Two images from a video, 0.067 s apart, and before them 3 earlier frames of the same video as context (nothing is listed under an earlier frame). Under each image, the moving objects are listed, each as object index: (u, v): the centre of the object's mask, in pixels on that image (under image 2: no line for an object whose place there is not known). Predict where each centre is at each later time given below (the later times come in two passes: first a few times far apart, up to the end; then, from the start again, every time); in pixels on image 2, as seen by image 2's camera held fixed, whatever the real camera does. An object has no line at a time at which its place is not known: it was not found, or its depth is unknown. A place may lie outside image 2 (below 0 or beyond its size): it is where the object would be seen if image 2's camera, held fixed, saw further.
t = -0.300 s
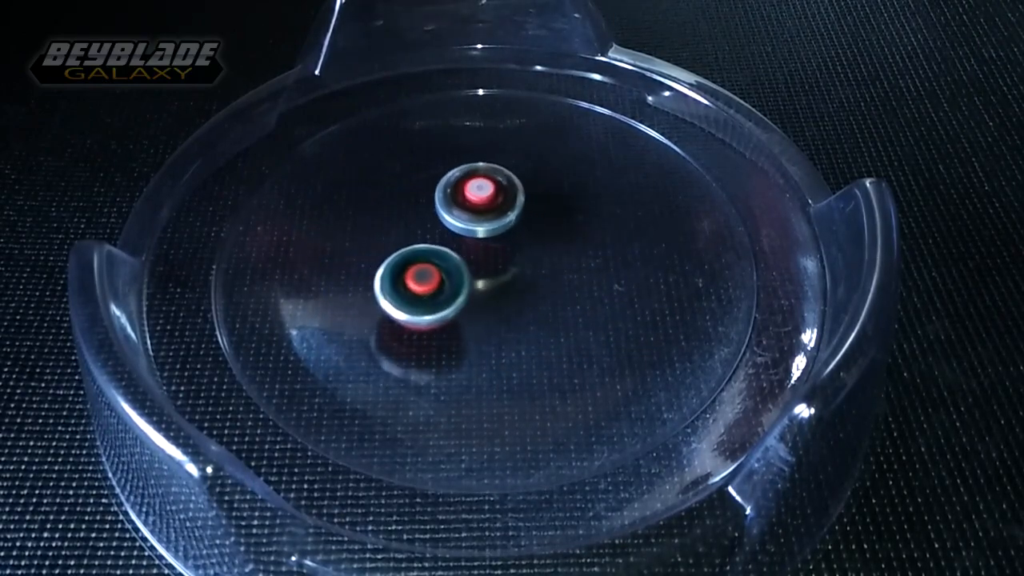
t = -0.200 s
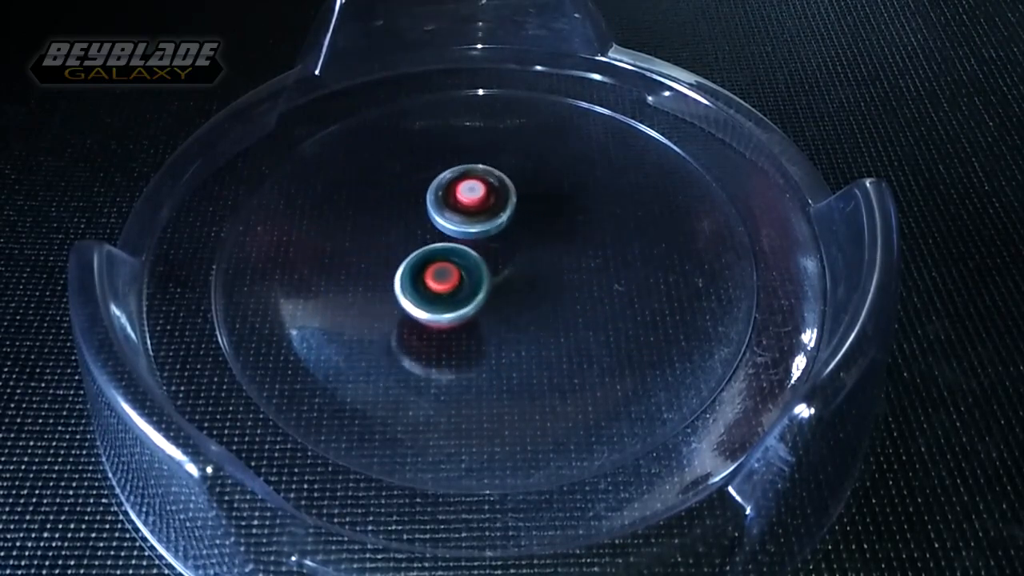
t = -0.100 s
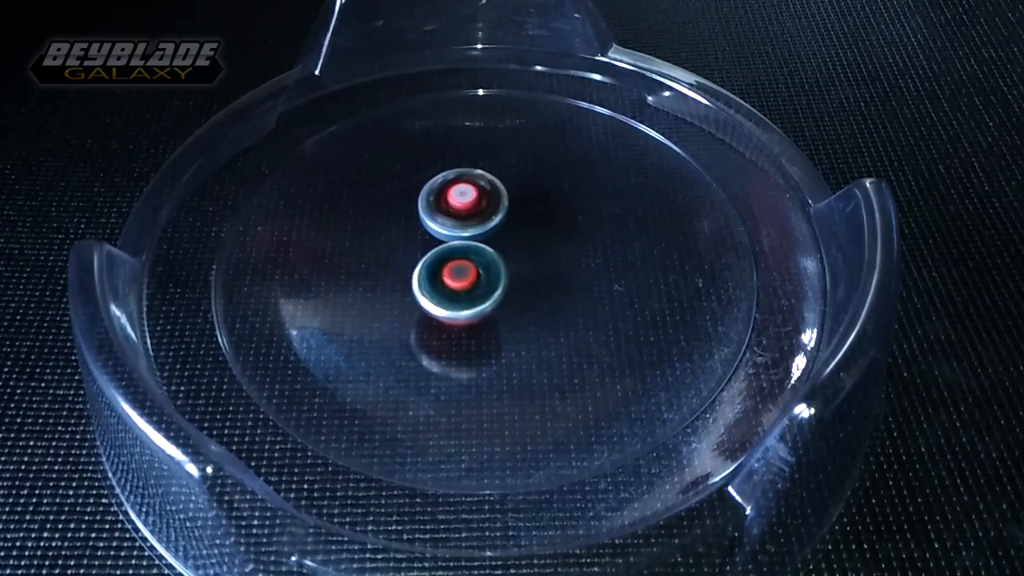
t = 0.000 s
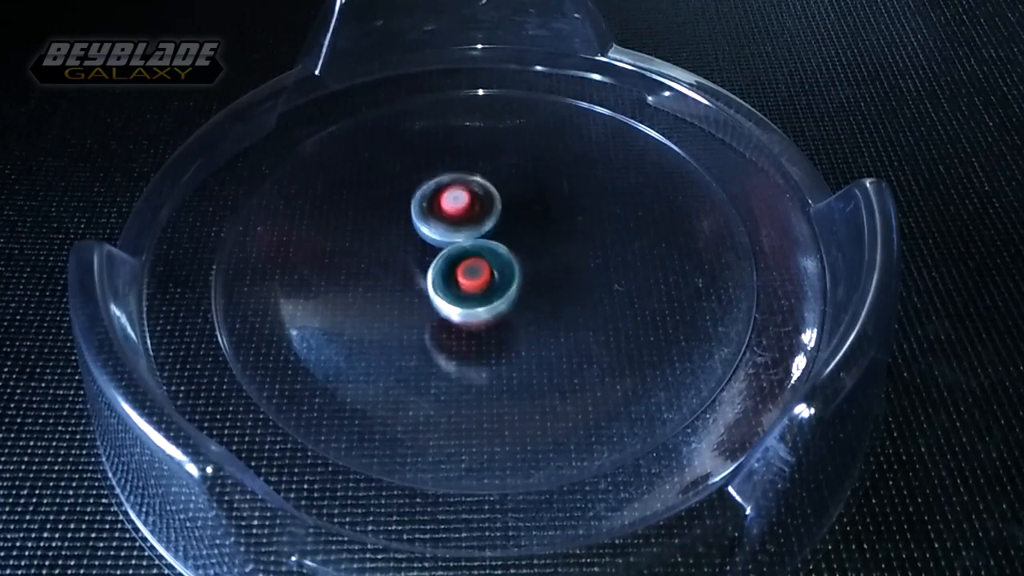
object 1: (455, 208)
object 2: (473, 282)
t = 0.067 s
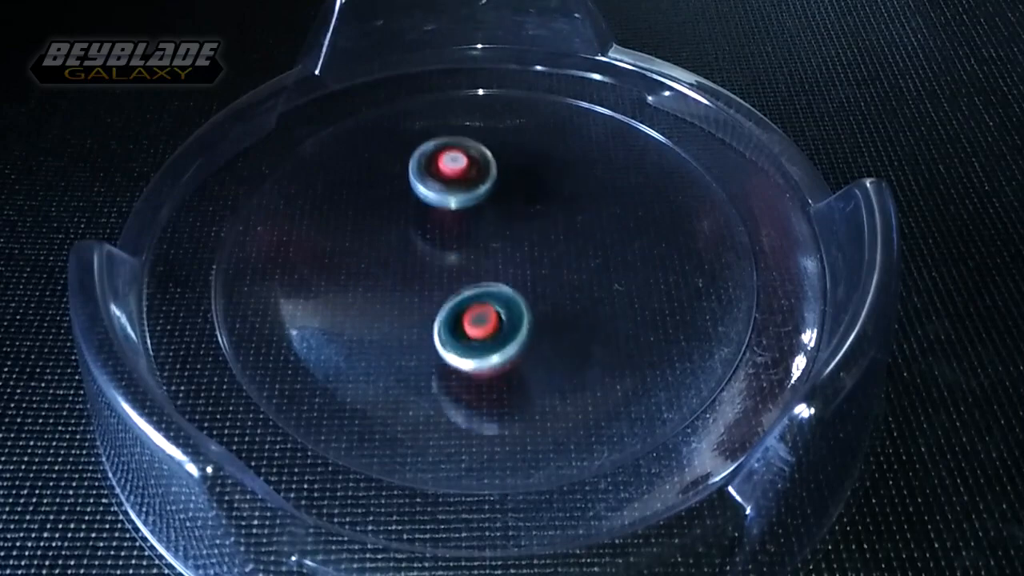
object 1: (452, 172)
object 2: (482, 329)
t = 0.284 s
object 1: (422, 164)
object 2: (531, 374)
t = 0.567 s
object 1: (405, 191)
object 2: (525, 346)
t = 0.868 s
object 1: (385, 210)
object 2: (537, 337)
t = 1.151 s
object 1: (335, 215)
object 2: (603, 326)
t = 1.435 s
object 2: (580, 287)
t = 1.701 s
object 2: (635, 239)
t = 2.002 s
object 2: (639, 185)
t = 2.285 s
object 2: (578, 200)
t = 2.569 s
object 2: (443, 222)
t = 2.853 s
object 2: (374, 223)
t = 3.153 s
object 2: (389, 238)
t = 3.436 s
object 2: (375, 233)
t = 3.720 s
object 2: (389, 251)
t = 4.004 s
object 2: (411, 267)
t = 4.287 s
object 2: (404, 282)
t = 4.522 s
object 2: (371, 299)
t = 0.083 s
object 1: (450, 168)
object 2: (485, 336)
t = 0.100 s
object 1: (448, 164)
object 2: (489, 344)
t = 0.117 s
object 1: (445, 163)
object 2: (495, 350)
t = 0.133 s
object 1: (442, 162)
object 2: (501, 354)
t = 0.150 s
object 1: (439, 161)
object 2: (507, 359)
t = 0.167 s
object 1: (436, 161)
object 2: (512, 363)
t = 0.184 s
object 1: (434, 161)
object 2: (517, 366)
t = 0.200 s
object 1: (431, 161)
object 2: (520, 368)
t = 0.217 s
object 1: (429, 161)
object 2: (524, 370)
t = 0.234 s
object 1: (428, 162)
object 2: (527, 372)
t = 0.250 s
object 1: (426, 163)
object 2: (528, 374)
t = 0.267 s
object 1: (424, 163)
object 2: (530, 374)
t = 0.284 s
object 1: (422, 164)
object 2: (531, 374)
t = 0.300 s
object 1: (420, 165)
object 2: (532, 373)
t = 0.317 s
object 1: (419, 166)
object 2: (532, 372)
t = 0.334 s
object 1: (417, 167)
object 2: (533, 370)
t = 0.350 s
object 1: (416, 168)
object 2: (533, 369)
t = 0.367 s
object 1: (415, 170)
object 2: (533, 367)
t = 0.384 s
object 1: (413, 171)
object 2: (533, 365)
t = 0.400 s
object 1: (412, 172)
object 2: (532, 364)
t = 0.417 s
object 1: (411, 174)
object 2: (532, 362)
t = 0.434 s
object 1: (410, 175)
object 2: (532, 361)
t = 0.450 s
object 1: (409, 177)
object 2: (531, 359)
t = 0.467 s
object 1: (408, 179)
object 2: (530, 357)
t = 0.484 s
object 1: (407, 181)
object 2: (530, 356)
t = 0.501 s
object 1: (407, 183)
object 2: (529, 354)
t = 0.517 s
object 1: (406, 185)
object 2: (528, 352)
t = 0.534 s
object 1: (406, 187)
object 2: (527, 350)
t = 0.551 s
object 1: (405, 189)
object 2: (526, 348)
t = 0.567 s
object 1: (405, 191)
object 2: (525, 346)
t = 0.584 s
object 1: (405, 193)
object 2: (523, 344)
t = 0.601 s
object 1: (404, 196)
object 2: (522, 342)
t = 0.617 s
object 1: (404, 198)
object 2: (520, 339)
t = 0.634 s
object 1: (404, 202)
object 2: (519, 337)
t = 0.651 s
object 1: (404, 205)
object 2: (517, 334)
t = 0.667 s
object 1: (404, 209)
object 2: (516, 332)
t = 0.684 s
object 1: (405, 213)
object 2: (514, 329)
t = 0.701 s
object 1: (406, 217)
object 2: (512, 326)
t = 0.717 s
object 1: (407, 221)
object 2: (509, 323)
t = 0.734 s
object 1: (409, 225)
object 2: (506, 319)
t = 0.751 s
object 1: (411, 230)
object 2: (503, 316)
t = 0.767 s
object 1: (413, 234)
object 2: (499, 311)
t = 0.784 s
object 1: (415, 239)
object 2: (496, 307)
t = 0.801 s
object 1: (418, 243)
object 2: (492, 303)
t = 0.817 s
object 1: (418, 246)
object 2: (492, 302)
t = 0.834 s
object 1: (407, 234)
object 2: (506, 313)
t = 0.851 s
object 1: (395, 222)
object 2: (522, 325)
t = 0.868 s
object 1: (385, 210)
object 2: (537, 337)
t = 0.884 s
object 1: (376, 200)
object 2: (550, 344)
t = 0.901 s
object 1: (369, 193)
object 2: (561, 351)
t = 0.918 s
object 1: (364, 186)
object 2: (571, 357)
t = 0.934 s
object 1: (359, 182)
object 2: (579, 359)
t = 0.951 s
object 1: (355, 180)
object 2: (586, 360)
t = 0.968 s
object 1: (351, 180)
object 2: (590, 358)
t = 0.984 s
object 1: (346, 181)
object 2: (593, 356)
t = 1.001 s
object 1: (342, 184)
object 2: (596, 353)
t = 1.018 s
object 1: (338, 187)
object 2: (598, 349)
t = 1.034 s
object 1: (335, 191)
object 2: (600, 346)
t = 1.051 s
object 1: (333, 194)
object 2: (601, 343)
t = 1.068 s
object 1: (332, 199)
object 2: (603, 340)
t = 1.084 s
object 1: (332, 202)
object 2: (603, 337)
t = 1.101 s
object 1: (332, 206)
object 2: (604, 334)
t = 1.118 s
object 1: (333, 209)
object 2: (604, 332)
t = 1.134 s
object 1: (334, 212)
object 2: (603, 329)
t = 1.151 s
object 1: (335, 215)
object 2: (603, 326)
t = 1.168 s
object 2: (602, 324)
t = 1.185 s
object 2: (601, 321)
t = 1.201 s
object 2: (600, 318)
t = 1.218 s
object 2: (599, 316)
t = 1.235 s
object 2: (598, 313)
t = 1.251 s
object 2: (597, 311)
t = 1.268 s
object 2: (595, 308)
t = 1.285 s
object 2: (594, 306)
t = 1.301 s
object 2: (593, 304)
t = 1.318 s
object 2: (592, 301)
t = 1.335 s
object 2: (590, 300)
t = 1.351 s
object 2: (589, 297)
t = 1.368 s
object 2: (587, 295)
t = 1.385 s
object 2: (585, 293)
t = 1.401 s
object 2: (584, 291)
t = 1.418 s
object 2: (582, 289)
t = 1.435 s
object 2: (580, 287)
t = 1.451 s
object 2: (579, 285)
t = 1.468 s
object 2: (577, 283)
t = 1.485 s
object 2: (576, 281)
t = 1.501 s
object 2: (574, 280)
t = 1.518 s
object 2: (572, 277)
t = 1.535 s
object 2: (570, 276)
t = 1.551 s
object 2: (568, 274)
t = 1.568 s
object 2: (567, 272)
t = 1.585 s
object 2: (565, 271)
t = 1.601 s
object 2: (563, 269)
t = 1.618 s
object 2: (564, 268)
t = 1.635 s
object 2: (584, 261)
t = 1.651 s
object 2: (602, 256)
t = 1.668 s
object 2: (616, 251)
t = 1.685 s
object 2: (627, 245)
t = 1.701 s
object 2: (635, 239)
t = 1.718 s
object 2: (642, 232)
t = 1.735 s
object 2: (646, 225)
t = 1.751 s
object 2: (651, 218)
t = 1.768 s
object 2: (654, 211)
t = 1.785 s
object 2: (657, 205)
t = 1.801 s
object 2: (658, 200)
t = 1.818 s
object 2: (659, 195)
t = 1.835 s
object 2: (659, 192)
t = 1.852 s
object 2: (659, 189)
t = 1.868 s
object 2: (659, 187)
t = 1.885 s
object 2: (658, 185)
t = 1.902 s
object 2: (657, 184)
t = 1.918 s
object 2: (655, 183)
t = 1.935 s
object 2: (652, 182)
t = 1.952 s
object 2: (650, 183)
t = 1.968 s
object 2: (647, 183)
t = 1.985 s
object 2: (643, 184)
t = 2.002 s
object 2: (639, 185)
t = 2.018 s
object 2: (635, 185)
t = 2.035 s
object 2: (631, 186)
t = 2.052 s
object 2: (627, 187)
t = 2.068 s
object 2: (624, 188)
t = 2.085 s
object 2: (620, 189)
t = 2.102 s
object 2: (617, 189)
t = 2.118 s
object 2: (613, 190)
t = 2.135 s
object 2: (611, 190)
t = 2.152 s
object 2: (607, 191)
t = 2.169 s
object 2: (604, 192)
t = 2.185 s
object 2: (601, 193)
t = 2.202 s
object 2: (598, 194)
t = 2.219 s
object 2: (594, 194)
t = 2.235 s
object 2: (591, 196)
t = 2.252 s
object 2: (587, 197)
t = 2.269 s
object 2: (582, 198)
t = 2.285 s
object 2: (578, 200)
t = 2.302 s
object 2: (573, 201)
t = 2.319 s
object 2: (566, 203)
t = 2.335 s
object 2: (560, 204)
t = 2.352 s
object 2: (553, 206)
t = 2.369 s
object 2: (545, 208)
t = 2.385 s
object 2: (536, 210)
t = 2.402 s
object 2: (527, 212)
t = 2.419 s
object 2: (518, 215)
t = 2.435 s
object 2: (509, 217)
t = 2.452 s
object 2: (500, 219)
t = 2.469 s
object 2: (490, 220)
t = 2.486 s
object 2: (482, 220)
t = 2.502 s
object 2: (474, 220)
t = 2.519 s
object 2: (466, 220)
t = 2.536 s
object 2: (459, 221)
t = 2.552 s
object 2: (451, 221)
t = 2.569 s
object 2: (443, 222)
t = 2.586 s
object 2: (436, 222)
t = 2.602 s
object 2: (428, 223)
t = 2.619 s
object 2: (422, 223)
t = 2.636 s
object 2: (415, 223)
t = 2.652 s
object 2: (410, 224)
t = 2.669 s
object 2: (404, 223)
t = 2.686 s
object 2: (399, 223)
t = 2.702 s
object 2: (394, 224)
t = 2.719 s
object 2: (391, 223)
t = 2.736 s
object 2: (387, 223)
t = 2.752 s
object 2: (383, 223)
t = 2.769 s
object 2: (381, 223)
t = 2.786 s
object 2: (379, 222)
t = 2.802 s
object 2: (376, 223)
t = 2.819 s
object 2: (374, 223)
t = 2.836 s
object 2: (374, 223)
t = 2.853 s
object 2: (374, 223)
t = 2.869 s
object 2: (374, 224)
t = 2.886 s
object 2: (375, 225)
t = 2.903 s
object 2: (375, 226)
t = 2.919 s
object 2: (375, 227)
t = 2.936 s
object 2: (376, 228)
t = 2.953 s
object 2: (376, 229)
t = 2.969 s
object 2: (376, 230)
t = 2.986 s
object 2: (377, 231)
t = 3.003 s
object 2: (377, 231)
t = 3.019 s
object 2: (378, 232)
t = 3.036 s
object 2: (379, 233)
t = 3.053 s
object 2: (380, 233)
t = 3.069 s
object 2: (381, 234)
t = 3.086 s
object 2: (382, 235)
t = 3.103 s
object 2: (384, 235)
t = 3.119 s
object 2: (385, 236)
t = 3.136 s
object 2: (387, 237)
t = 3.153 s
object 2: (389, 238)
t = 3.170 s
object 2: (391, 238)
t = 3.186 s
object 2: (393, 240)
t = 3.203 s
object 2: (394, 241)
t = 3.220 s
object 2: (396, 241)
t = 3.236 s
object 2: (399, 243)
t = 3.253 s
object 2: (401, 244)
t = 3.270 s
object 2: (403, 244)
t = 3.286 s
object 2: (406, 246)
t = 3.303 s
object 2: (409, 247)
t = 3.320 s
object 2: (412, 248)
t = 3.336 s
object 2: (403, 245)
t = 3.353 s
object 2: (392, 241)
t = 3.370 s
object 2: (385, 238)
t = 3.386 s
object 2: (379, 236)
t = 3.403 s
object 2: (376, 234)
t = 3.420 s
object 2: (375, 233)
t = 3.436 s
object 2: (375, 233)
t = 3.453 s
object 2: (376, 233)
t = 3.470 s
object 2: (376, 233)
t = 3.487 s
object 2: (377, 234)
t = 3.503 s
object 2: (378, 235)
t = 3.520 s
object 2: (378, 237)
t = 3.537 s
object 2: (380, 238)
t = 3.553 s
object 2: (380, 239)
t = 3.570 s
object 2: (381, 241)
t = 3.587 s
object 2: (382, 242)
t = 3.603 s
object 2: (383, 243)
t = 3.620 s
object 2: (383, 244)
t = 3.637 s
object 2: (384, 245)
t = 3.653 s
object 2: (385, 247)
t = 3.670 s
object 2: (386, 248)
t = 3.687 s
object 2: (387, 249)
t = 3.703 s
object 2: (388, 250)
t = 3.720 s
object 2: (389, 251)
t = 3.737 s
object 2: (390, 252)
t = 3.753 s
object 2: (391, 253)
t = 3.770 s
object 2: (393, 254)
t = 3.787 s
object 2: (393, 255)
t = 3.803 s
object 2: (395, 256)
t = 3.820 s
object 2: (396, 257)
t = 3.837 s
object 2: (397, 258)
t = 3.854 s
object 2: (398, 258)
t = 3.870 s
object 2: (400, 259)
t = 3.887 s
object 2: (401, 261)
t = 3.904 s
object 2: (402, 261)
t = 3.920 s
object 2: (404, 262)
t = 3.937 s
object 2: (405, 263)
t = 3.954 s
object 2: (406, 264)
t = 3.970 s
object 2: (408, 265)
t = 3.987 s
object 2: (410, 266)
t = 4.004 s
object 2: (411, 267)
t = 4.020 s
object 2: (412, 267)
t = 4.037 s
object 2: (414, 268)
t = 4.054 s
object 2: (415, 269)
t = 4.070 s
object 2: (416, 270)
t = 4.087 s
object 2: (417, 270)
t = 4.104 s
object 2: (418, 271)
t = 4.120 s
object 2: (419, 271)
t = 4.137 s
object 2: (420, 272)
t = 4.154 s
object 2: (422, 273)
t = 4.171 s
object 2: (423, 273)
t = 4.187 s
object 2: (421, 274)
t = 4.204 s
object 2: (415, 277)
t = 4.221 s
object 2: (410, 278)
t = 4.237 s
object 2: (407, 279)
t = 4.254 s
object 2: (407, 280)
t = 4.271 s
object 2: (405, 281)
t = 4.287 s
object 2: (404, 282)
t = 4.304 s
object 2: (404, 282)
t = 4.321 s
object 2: (404, 282)
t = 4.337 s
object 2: (405, 282)
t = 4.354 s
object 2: (406, 282)
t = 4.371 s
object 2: (407, 283)
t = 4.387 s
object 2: (404, 284)
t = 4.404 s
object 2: (396, 289)
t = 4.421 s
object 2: (388, 294)
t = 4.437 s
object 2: (382, 297)
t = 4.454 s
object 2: (378, 298)
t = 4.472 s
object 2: (375, 299)
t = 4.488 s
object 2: (373, 300)
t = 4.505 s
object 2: (372, 300)
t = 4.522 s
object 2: (371, 299)
